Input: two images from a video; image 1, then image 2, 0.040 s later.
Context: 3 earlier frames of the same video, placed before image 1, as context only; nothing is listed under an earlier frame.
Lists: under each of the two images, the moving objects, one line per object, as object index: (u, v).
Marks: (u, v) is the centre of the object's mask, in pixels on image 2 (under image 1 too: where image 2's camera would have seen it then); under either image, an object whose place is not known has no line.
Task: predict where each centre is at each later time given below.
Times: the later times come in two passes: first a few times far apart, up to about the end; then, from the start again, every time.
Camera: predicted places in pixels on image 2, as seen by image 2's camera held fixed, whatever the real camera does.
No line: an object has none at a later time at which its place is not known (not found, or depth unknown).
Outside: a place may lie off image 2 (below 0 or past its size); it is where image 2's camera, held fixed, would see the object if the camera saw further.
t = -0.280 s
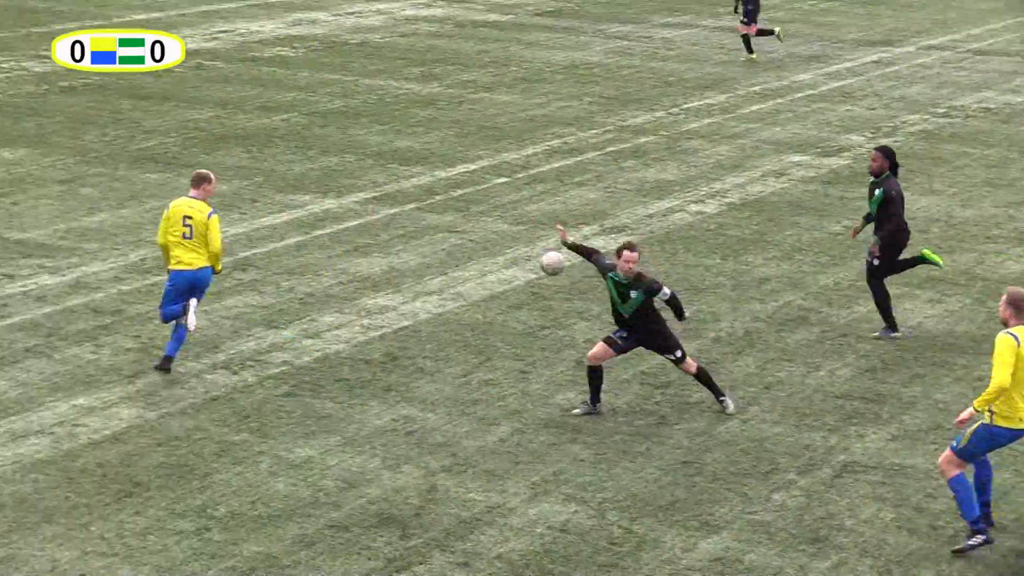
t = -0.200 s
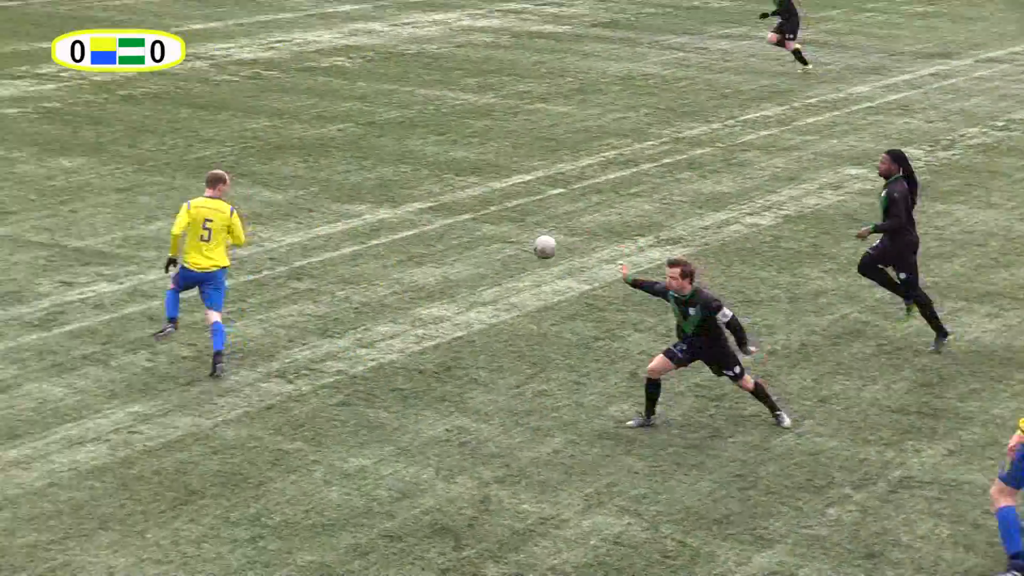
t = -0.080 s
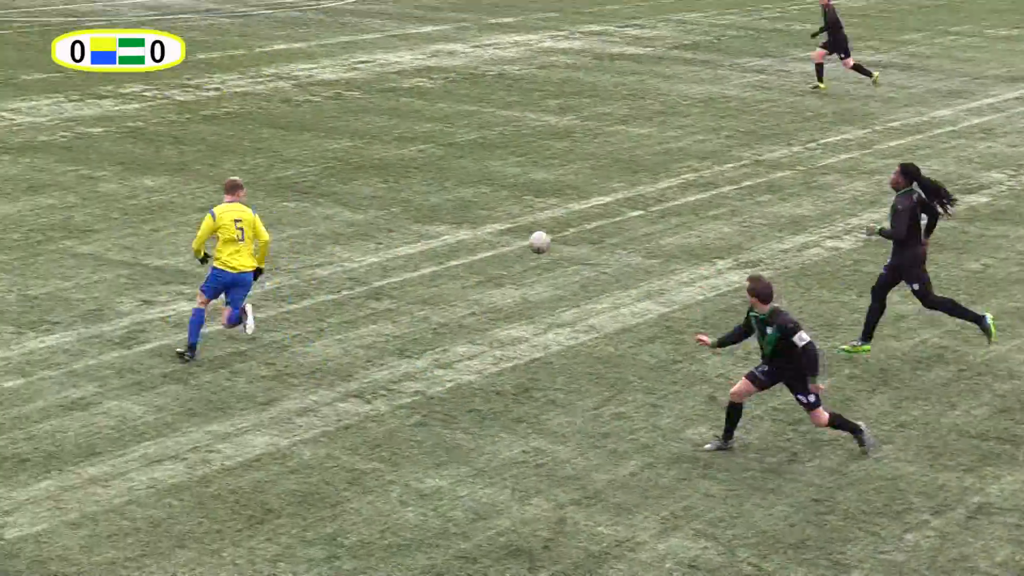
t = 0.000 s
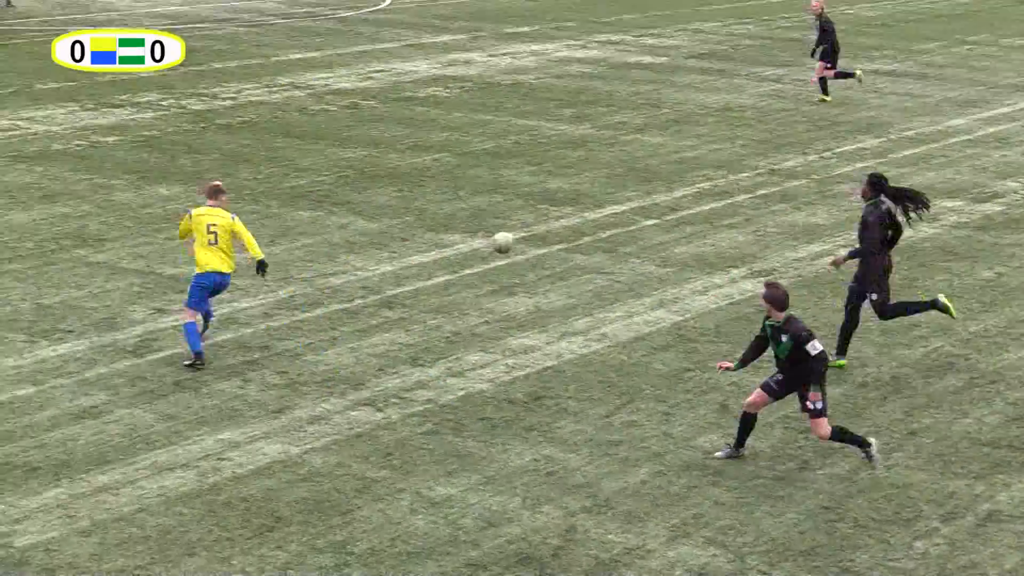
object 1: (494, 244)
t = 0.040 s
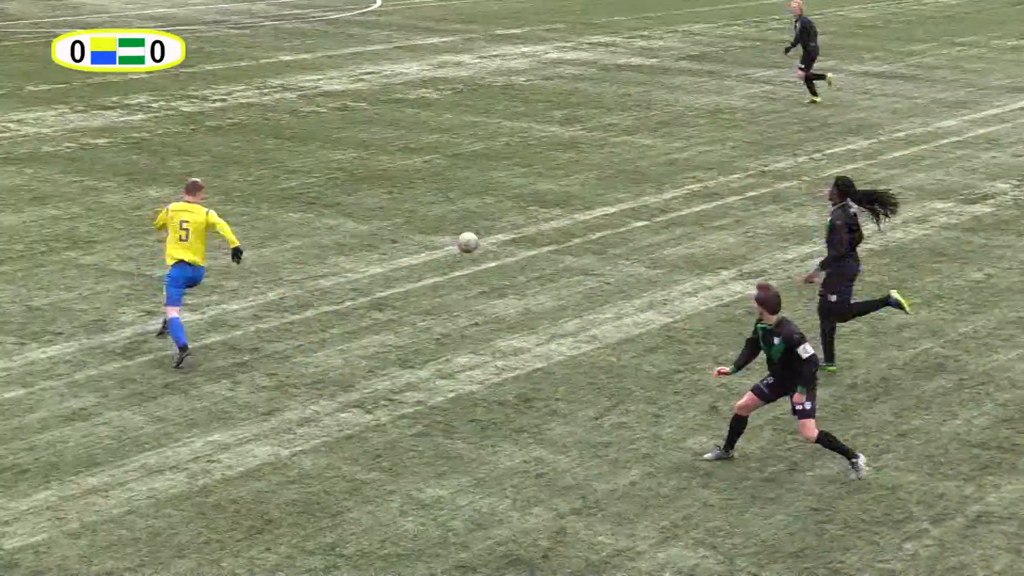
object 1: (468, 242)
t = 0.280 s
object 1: (346, 232)
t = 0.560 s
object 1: (257, 171)
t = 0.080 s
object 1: (444, 242)
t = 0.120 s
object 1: (421, 243)
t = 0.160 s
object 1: (399, 246)
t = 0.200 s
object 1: (378, 249)
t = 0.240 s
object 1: (361, 246)
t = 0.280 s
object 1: (346, 232)
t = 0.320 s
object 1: (333, 219)
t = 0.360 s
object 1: (319, 207)
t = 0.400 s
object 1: (307, 196)
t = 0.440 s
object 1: (294, 188)
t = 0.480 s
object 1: (281, 181)
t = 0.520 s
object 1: (268, 175)
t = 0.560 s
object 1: (257, 171)
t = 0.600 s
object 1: (245, 169)
